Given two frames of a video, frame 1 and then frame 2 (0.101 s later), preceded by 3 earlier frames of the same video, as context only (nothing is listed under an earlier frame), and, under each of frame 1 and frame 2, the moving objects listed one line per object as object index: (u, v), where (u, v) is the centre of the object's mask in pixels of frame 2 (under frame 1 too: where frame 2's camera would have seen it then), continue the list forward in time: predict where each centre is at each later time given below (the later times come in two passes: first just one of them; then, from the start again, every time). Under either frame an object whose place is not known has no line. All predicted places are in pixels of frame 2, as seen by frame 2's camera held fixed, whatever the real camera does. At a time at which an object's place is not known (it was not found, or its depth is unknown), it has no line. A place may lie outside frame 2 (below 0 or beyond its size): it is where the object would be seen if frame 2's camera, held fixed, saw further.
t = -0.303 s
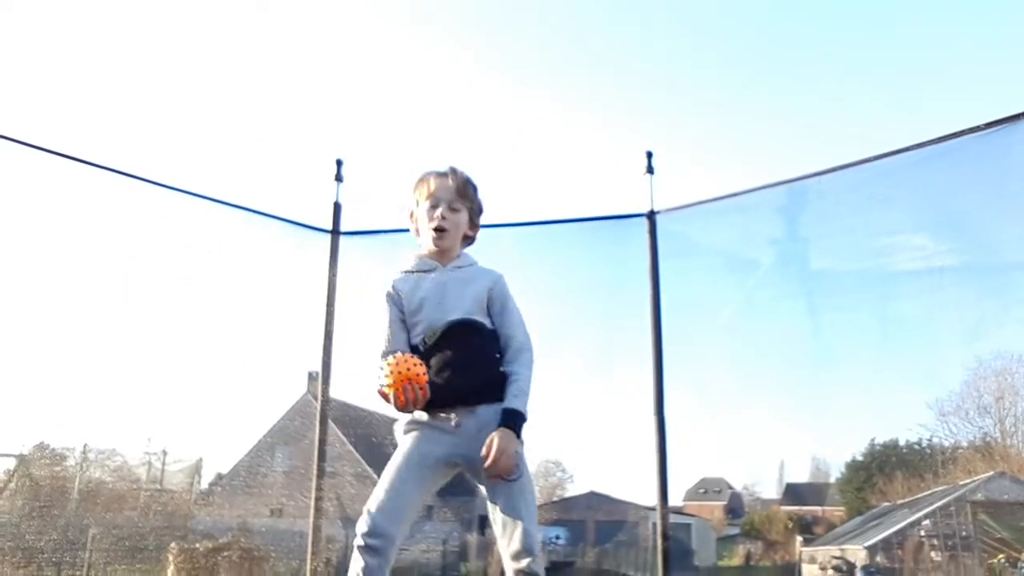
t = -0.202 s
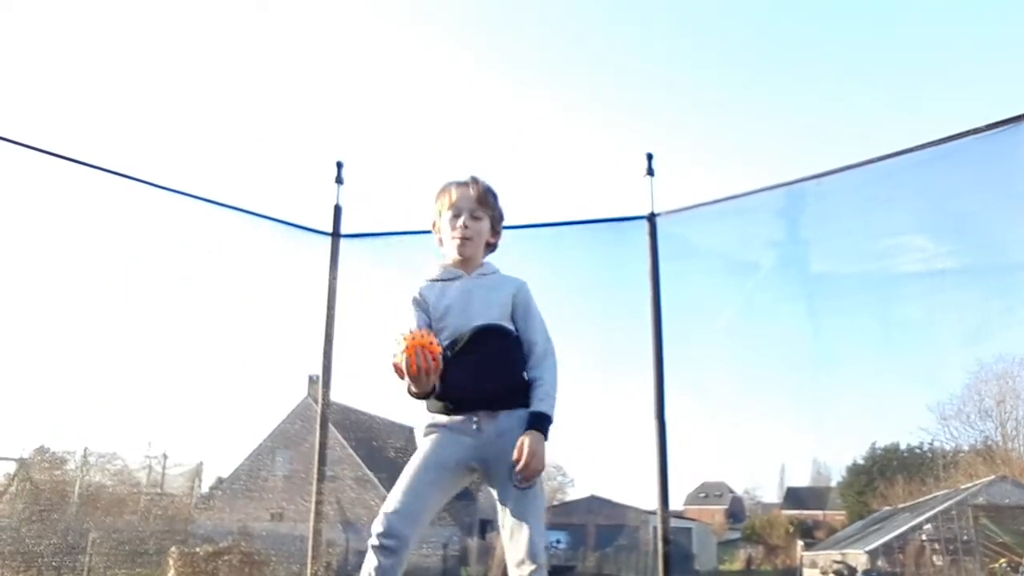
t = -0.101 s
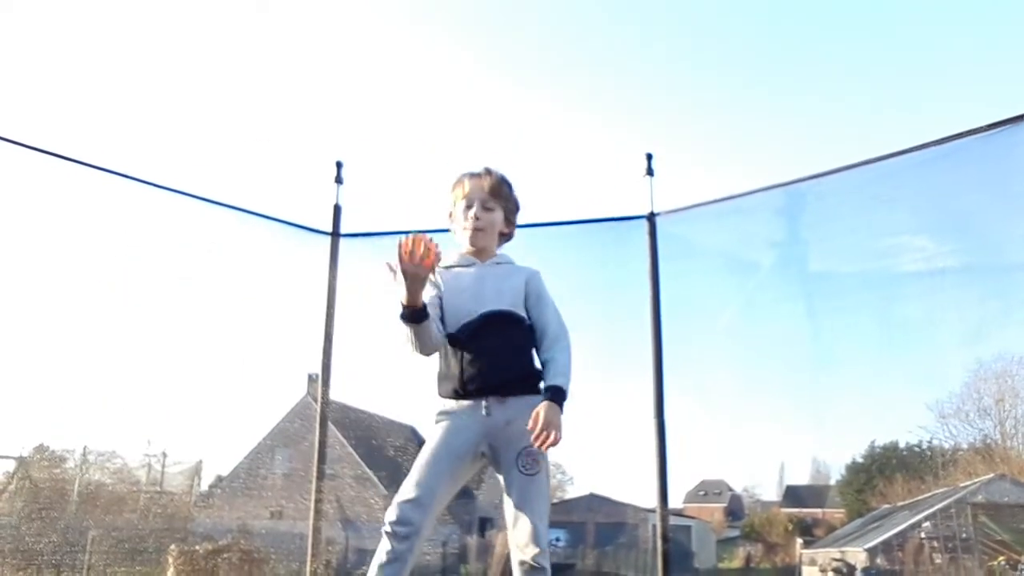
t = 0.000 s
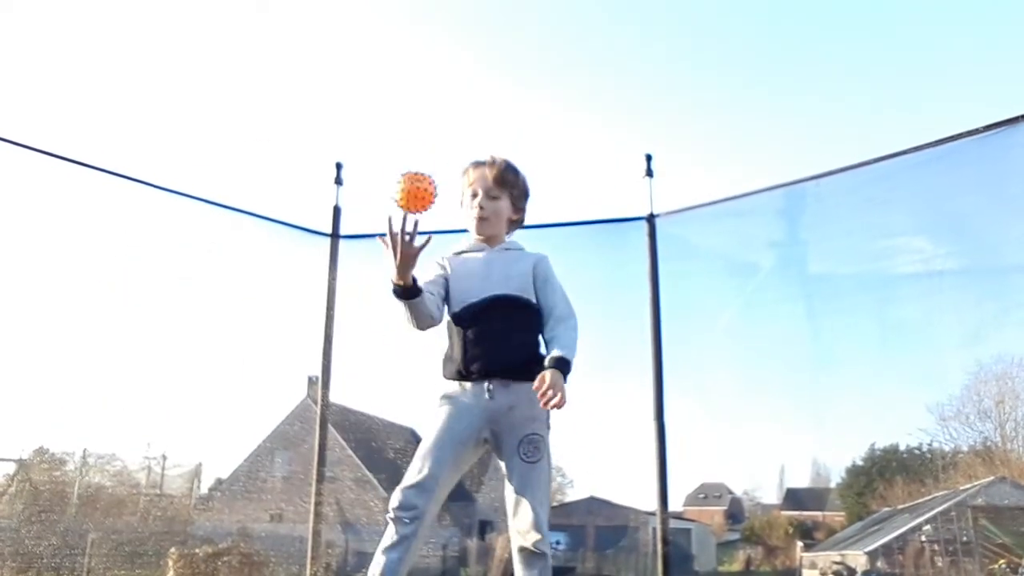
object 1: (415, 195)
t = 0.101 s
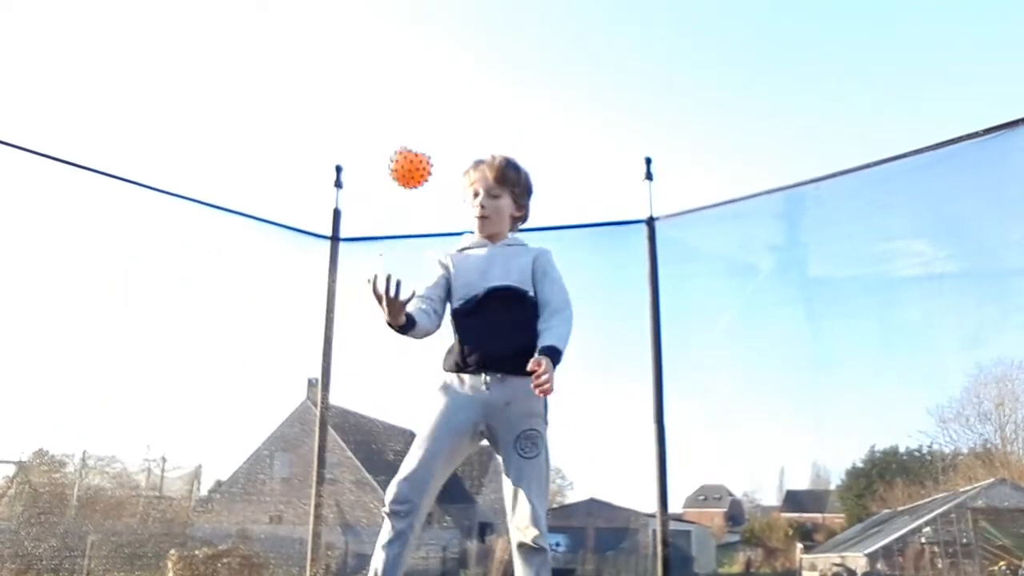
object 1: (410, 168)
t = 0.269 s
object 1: (400, 200)
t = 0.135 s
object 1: (408, 167)
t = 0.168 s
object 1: (407, 168)
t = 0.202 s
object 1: (405, 174)
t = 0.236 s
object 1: (403, 186)
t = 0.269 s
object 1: (400, 200)
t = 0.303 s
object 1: (398, 220)
